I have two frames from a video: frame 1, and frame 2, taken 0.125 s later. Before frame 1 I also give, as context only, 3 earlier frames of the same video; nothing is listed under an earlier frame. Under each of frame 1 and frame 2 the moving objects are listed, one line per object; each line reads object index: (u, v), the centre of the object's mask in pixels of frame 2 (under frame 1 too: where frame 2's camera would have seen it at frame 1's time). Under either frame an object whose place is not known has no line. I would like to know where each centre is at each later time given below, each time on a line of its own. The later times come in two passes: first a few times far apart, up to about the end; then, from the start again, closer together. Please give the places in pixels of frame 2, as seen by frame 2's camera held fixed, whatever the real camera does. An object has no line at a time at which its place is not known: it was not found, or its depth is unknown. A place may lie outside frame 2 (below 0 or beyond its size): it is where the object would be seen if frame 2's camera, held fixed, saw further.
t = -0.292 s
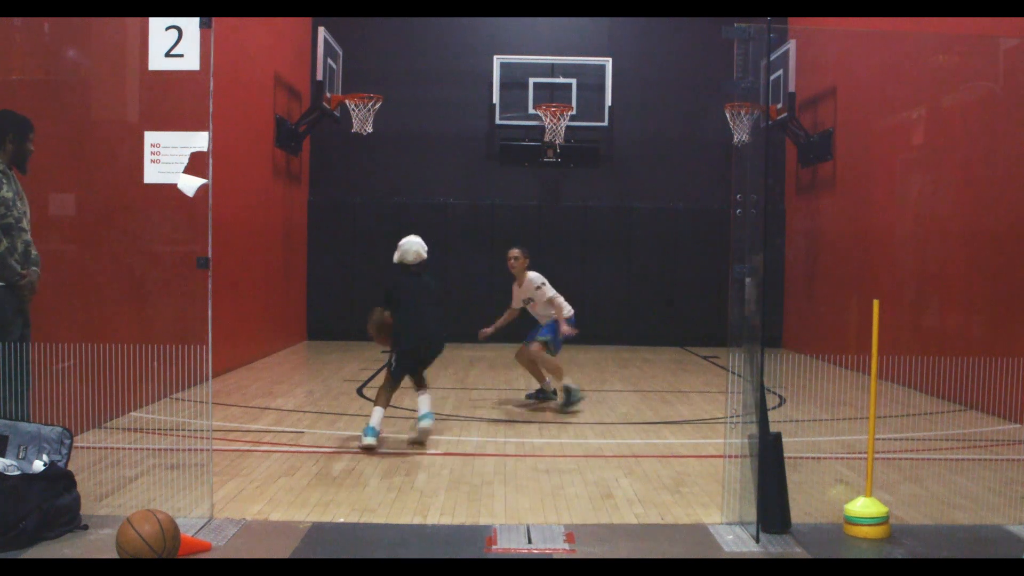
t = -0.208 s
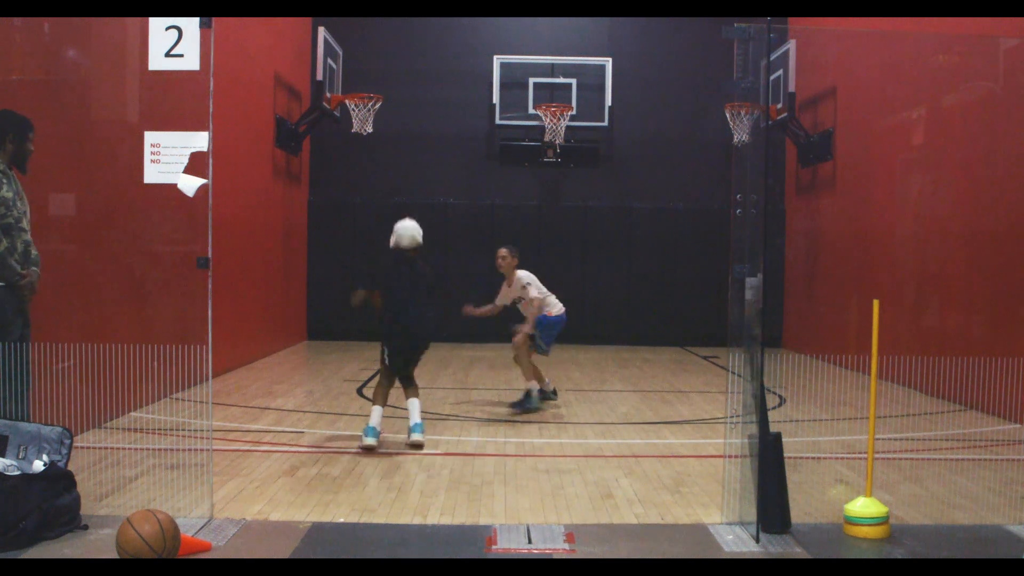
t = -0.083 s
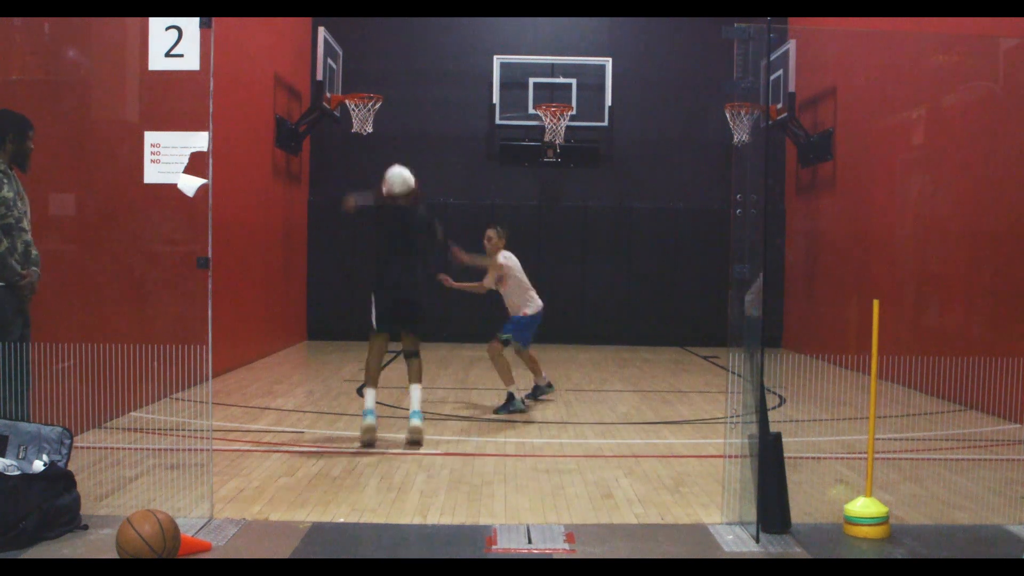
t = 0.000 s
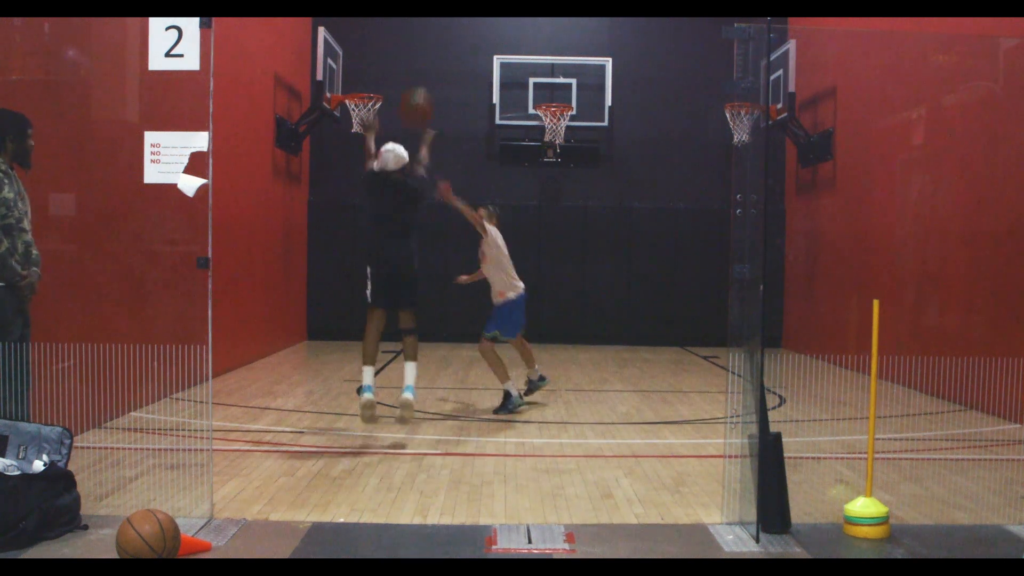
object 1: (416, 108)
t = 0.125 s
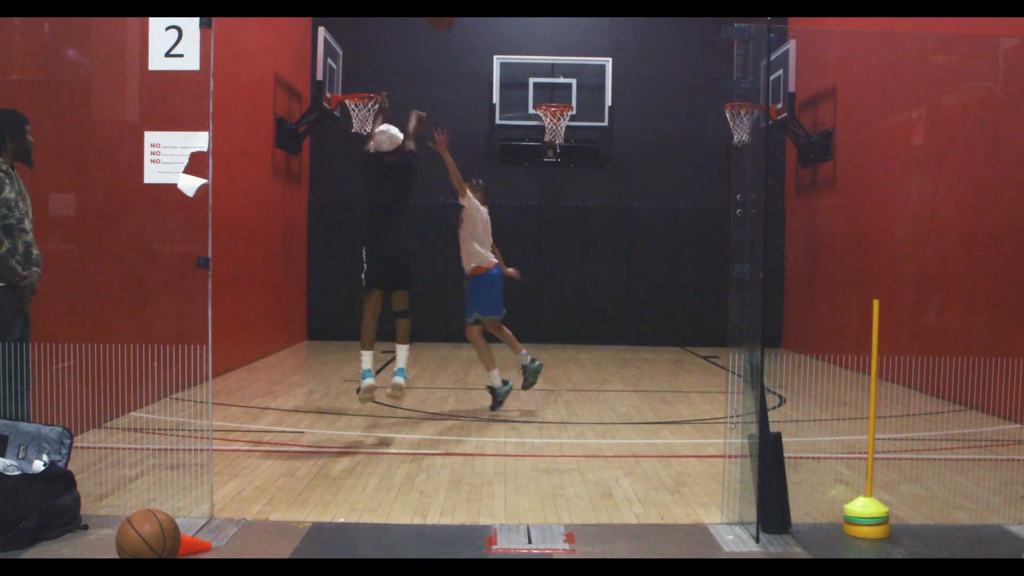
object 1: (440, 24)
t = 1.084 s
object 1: (535, 26)
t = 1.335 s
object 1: (538, 134)
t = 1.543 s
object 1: (525, 239)
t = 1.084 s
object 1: (535, 26)
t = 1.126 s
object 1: (537, 41)
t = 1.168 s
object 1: (538, 59)
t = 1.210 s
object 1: (540, 77)
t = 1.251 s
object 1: (543, 96)
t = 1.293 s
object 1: (542, 116)
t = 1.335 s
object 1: (538, 134)
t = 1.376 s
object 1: (536, 153)
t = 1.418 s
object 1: (534, 172)
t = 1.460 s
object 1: (530, 193)
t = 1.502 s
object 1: (528, 217)
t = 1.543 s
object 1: (525, 239)
